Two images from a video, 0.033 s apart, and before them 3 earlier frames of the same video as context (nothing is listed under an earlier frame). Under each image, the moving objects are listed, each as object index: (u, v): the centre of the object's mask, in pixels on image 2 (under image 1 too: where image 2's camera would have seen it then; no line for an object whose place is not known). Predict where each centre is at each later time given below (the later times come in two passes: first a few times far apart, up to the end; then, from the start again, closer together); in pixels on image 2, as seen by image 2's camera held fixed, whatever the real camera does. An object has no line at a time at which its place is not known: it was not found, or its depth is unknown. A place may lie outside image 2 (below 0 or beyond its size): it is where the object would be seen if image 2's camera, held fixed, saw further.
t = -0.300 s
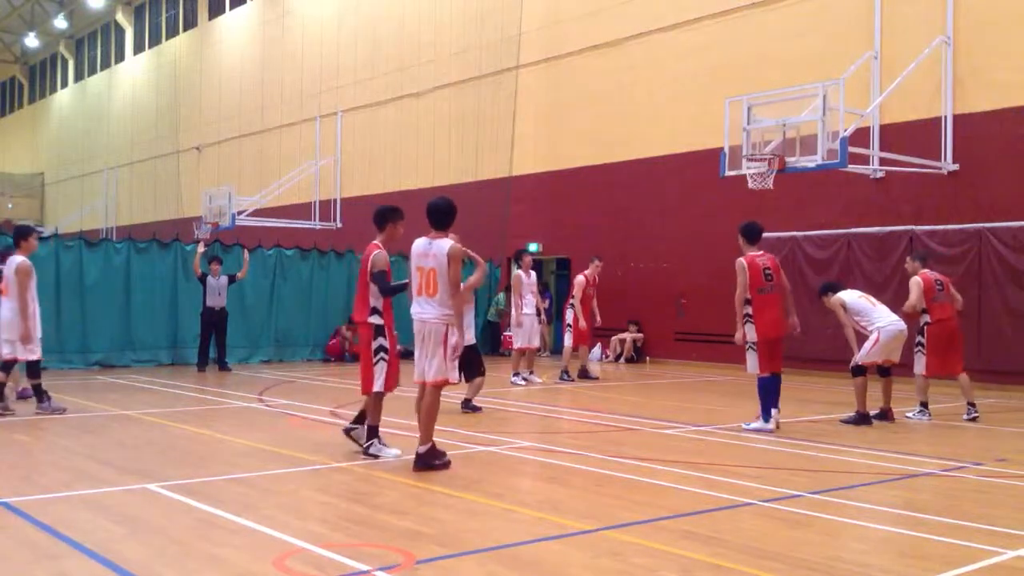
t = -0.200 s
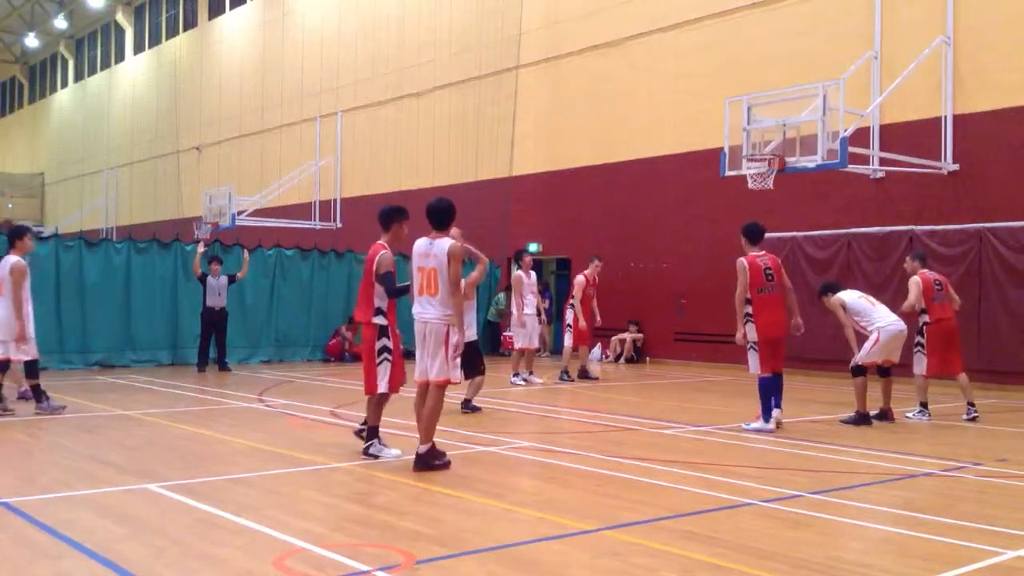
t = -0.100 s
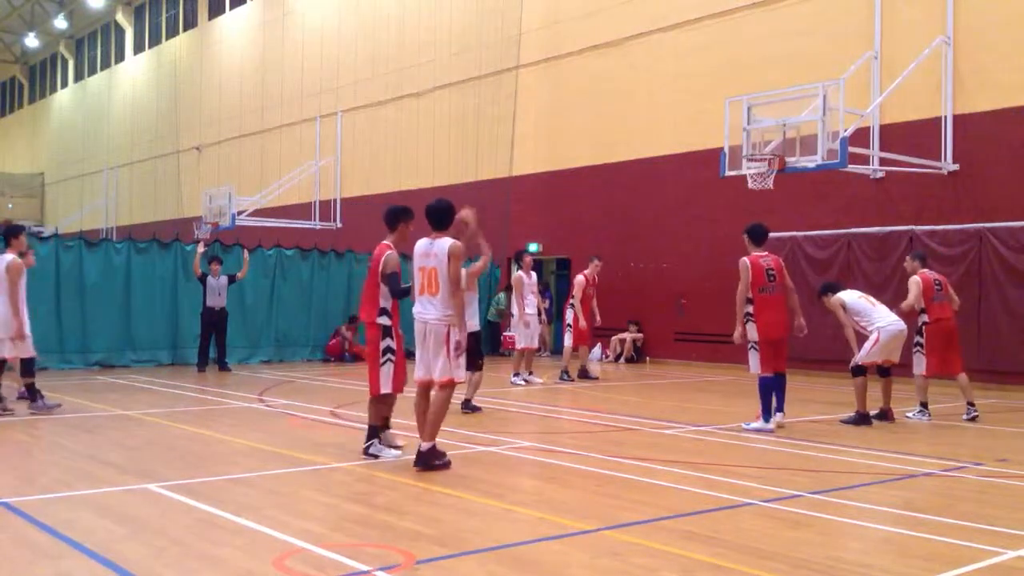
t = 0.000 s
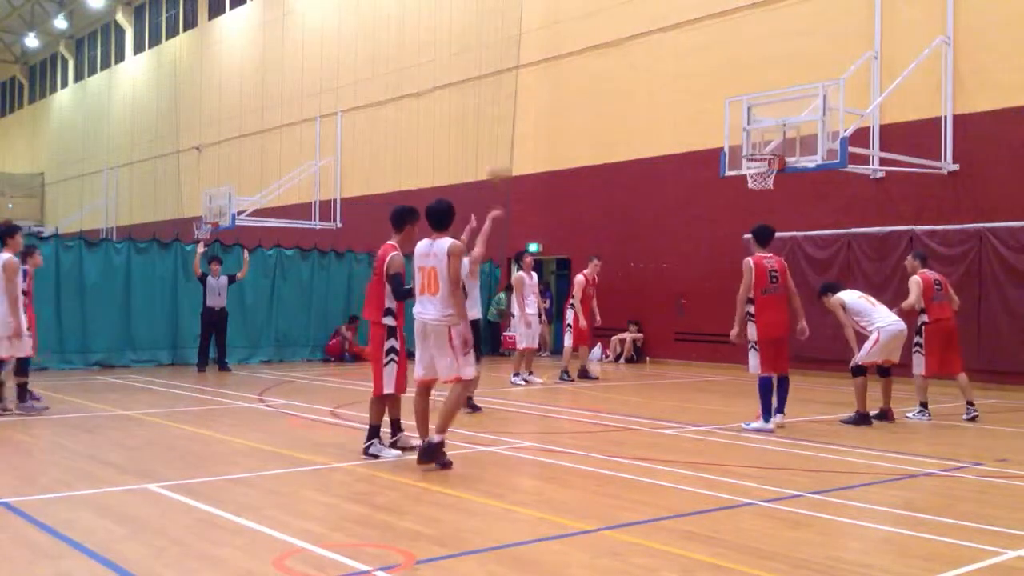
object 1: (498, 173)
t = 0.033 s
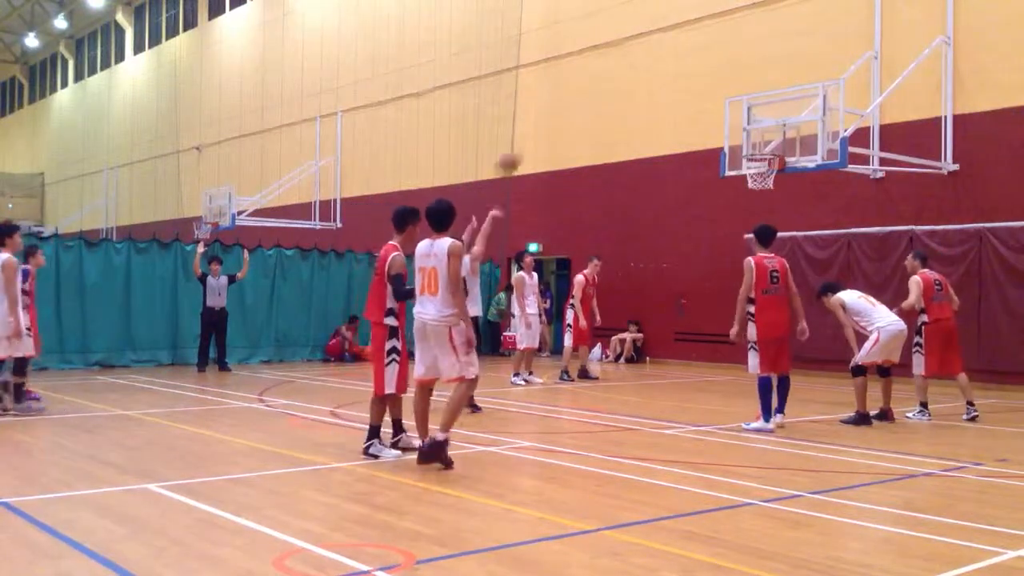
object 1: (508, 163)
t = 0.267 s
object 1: (586, 88)
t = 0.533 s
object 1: (662, 68)
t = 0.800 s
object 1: (727, 105)
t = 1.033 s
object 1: (770, 140)
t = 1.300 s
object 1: (779, 139)
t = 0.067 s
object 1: (521, 148)
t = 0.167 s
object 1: (555, 112)
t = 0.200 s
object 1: (565, 103)
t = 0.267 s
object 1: (586, 88)
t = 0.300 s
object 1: (596, 82)
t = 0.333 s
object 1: (606, 78)
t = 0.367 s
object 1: (616, 75)
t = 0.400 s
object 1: (625, 71)
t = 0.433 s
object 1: (635, 68)
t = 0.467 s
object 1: (644, 68)
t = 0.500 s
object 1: (653, 68)
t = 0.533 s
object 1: (662, 68)
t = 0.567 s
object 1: (671, 70)
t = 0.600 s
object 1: (680, 73)
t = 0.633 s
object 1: (688, 76)
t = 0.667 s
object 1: (696, 81)
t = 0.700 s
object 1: (705, 85)
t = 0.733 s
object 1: (713, 92)
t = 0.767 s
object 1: (719, 97)
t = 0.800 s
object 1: (727, 105)
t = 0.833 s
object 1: (734, 112)
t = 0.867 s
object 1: (743, 123)
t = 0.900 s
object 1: (749, 133)
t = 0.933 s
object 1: (757, 144)
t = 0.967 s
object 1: (762, 146)
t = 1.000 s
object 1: (766, 143)
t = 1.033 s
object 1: (770, 140)
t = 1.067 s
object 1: (773, 138)
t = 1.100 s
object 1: (777, 138)
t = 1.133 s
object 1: (781, 137)
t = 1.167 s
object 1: (785, 138)
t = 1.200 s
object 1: (784, 137)
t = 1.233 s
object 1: (783, 137)
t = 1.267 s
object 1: (781, 138)
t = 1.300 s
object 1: (779, 139)
